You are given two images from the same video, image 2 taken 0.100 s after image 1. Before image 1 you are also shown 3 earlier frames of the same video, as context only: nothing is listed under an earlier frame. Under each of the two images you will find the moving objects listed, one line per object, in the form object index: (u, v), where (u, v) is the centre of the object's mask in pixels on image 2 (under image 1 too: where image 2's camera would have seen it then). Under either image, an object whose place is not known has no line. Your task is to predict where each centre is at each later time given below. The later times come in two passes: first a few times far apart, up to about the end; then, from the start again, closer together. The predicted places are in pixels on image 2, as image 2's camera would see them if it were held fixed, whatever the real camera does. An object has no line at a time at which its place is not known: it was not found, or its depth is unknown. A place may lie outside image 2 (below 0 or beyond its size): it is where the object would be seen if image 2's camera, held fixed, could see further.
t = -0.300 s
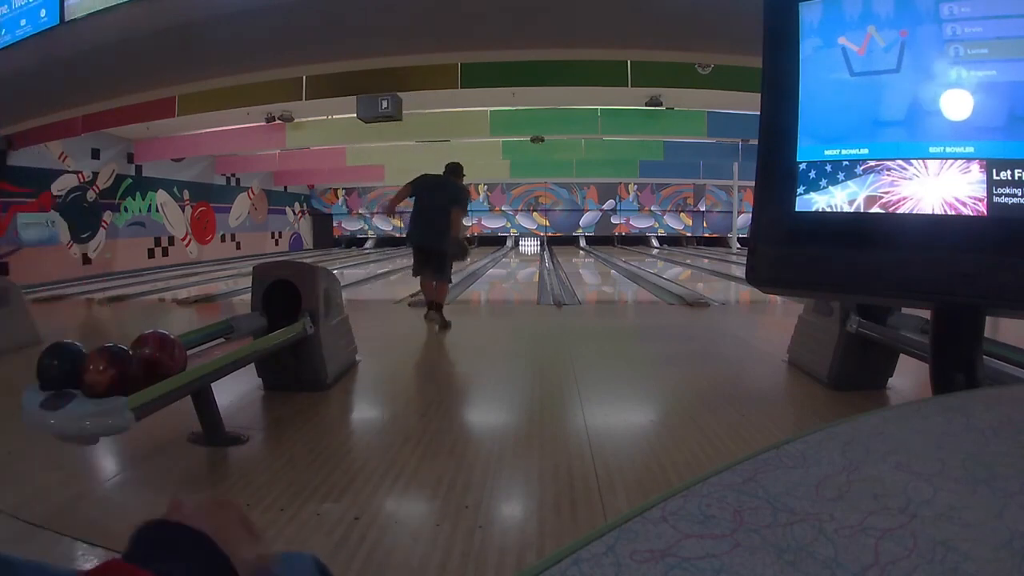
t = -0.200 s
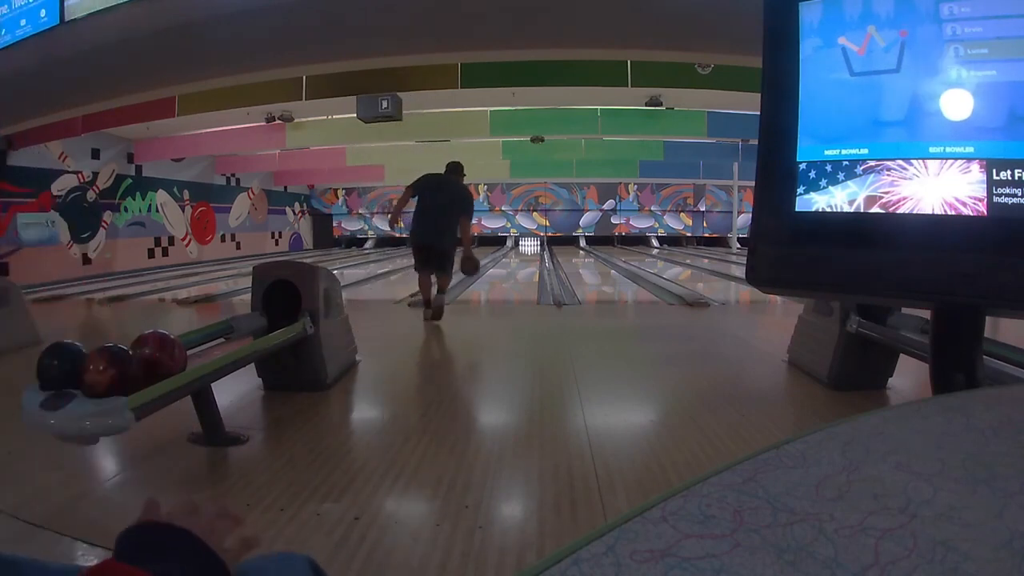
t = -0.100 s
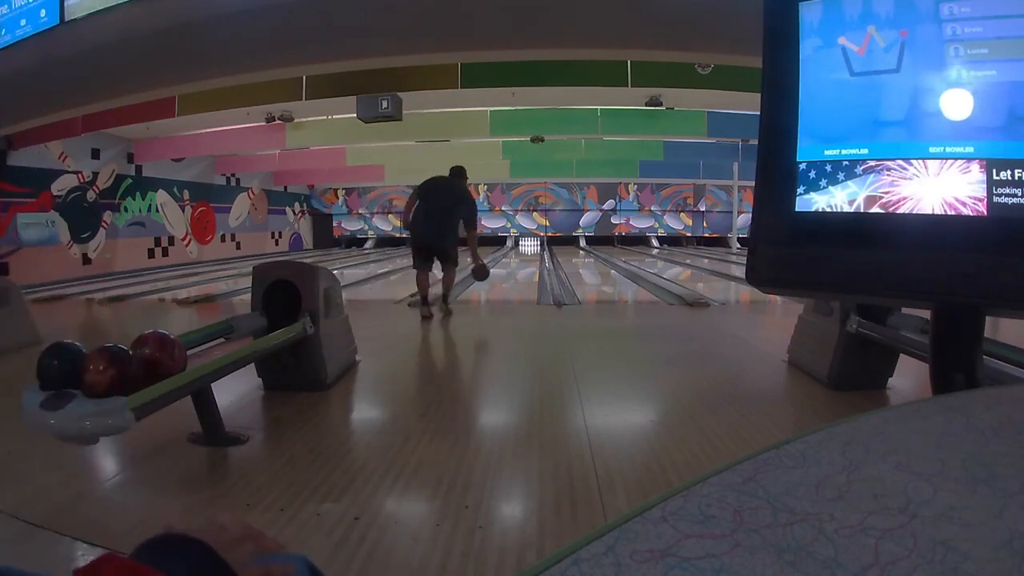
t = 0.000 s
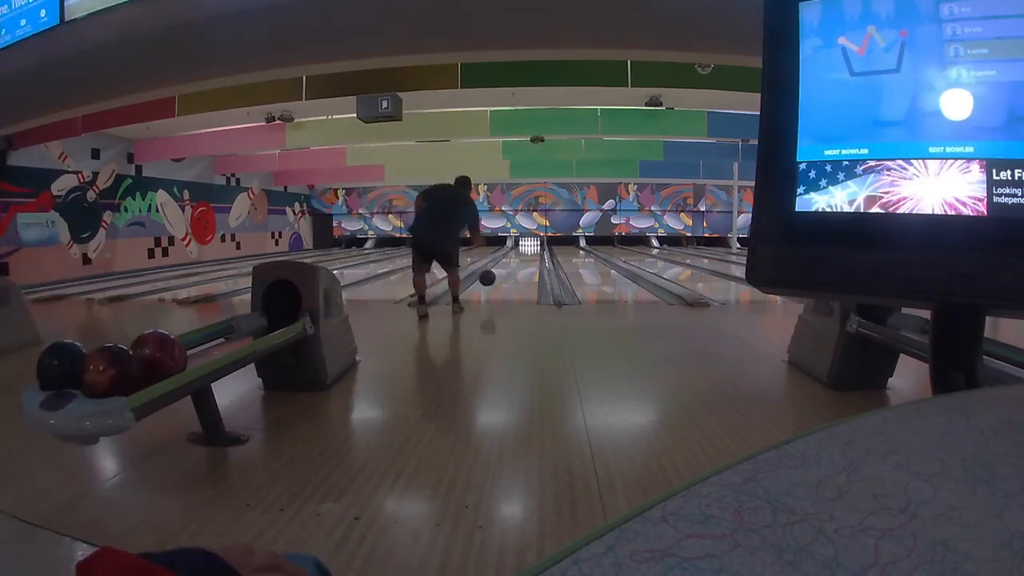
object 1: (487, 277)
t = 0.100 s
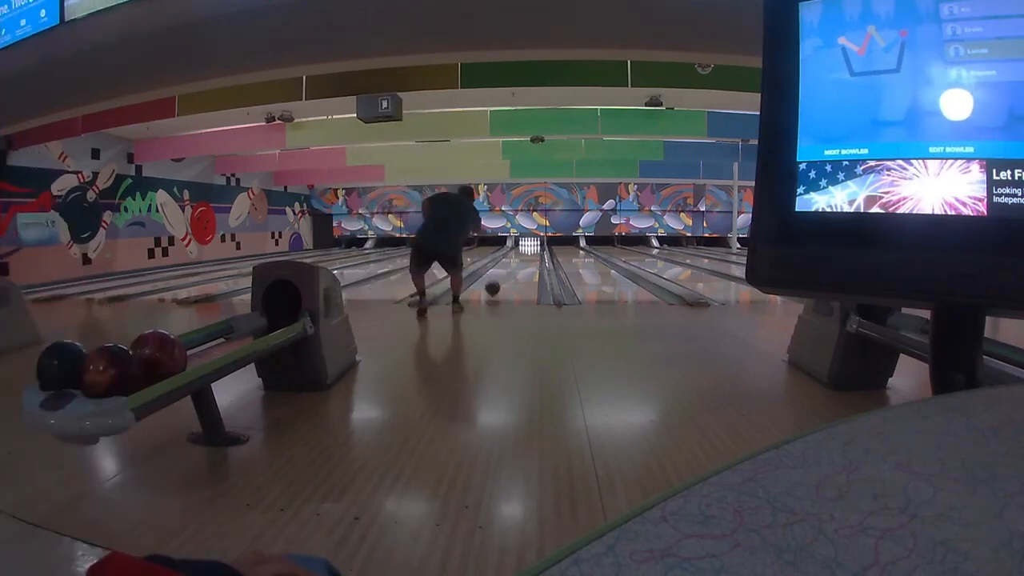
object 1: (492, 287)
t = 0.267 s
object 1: (499, 279)
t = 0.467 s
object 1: (504, 272)
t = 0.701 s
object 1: (511, 266)
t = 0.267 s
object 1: (499, 279)
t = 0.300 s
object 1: (500, 277)
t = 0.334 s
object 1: (501, 276)
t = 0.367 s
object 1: (502, 274)
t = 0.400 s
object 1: (502, 273)
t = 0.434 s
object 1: (503, 272)
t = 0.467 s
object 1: (504, 272)
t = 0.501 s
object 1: (506, 271)
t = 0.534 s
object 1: (507, 270)
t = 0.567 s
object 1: (508, 269)
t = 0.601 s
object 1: (509, 268)
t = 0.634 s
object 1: (509, 267)
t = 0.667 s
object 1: (510, 267)
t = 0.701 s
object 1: (511, 266)
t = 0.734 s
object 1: (511, 265)
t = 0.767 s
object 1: (512, 264)
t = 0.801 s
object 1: (513, 263)
